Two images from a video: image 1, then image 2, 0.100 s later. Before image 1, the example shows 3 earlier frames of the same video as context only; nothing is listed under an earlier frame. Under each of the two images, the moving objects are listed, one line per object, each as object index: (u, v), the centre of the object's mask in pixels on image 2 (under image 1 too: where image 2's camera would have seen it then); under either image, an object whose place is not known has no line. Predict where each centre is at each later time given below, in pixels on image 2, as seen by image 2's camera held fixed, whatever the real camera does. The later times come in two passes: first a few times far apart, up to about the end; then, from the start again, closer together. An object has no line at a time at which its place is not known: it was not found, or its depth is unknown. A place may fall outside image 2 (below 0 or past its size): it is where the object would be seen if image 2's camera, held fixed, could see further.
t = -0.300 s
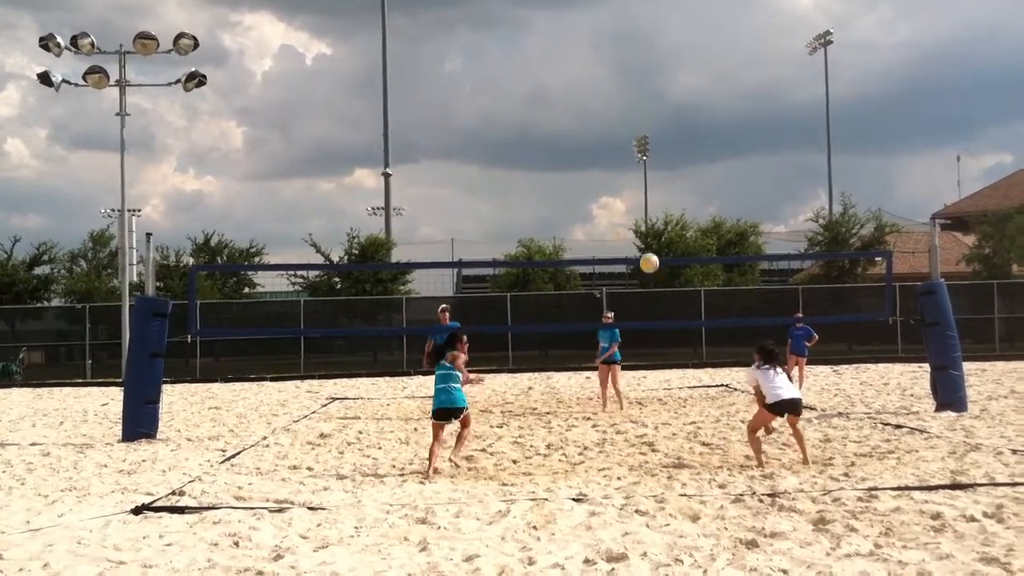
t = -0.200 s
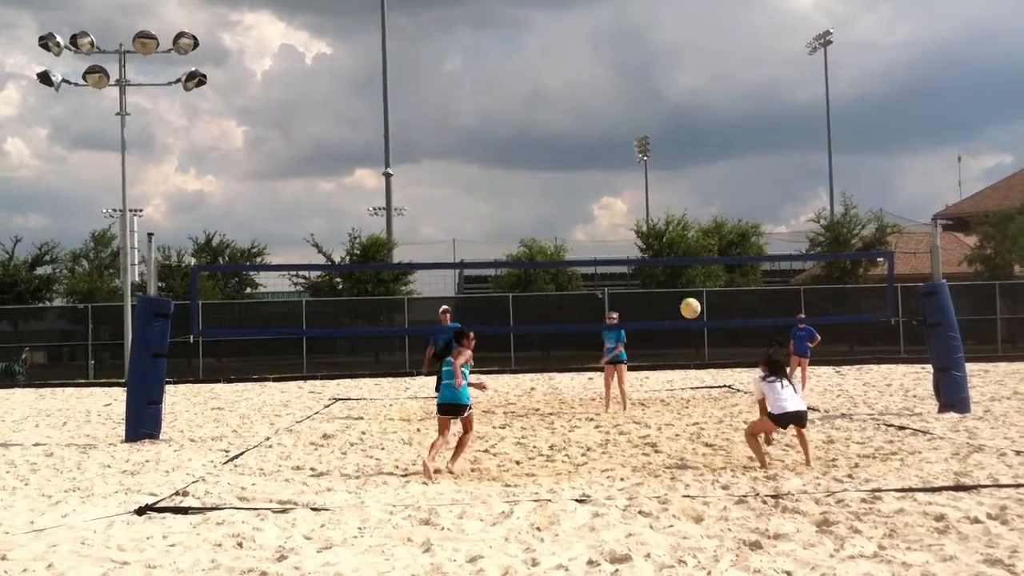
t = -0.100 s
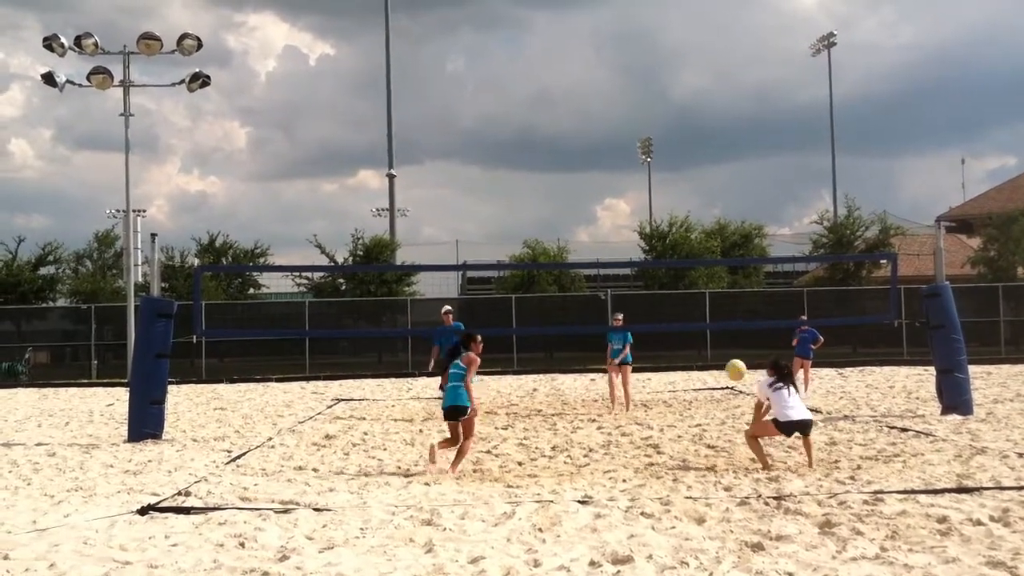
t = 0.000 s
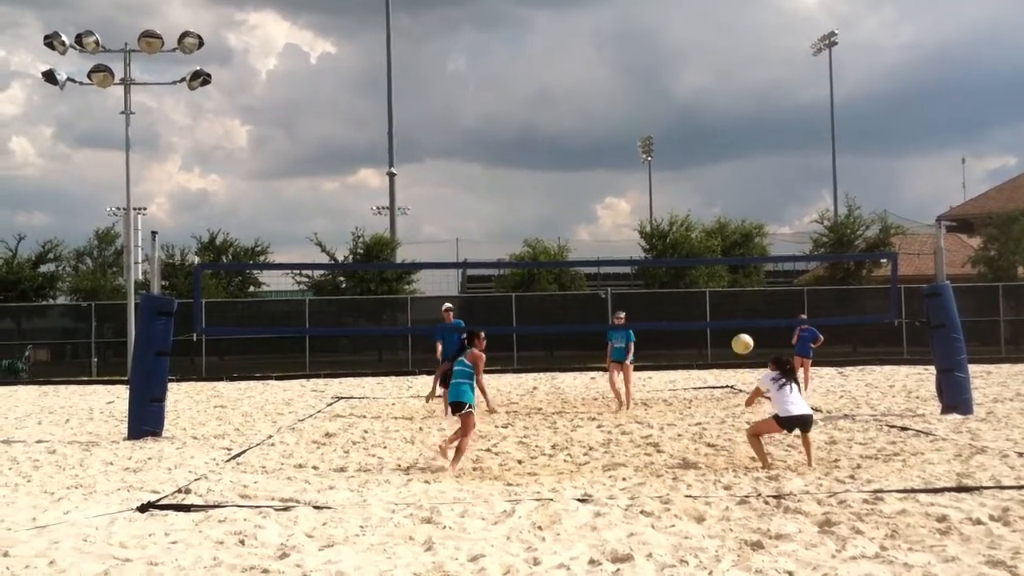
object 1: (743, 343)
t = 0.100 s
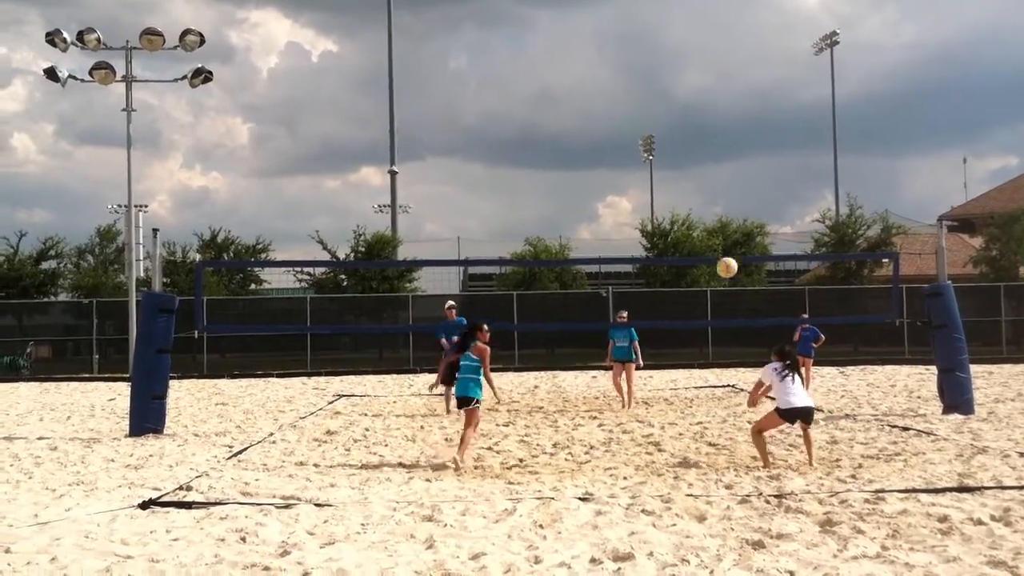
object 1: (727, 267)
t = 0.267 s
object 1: (701, 164)
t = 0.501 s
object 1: (663, 66)
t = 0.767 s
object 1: (621, 18)
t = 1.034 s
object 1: (586, 34)
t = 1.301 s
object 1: (550, 104)
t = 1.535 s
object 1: (520, 212)
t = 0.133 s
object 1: (721, 244)
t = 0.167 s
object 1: (717, 221)
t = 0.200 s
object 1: (711, 202)
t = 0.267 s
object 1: (701, 164)
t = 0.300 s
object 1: (696, 147)
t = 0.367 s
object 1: (684, 116)
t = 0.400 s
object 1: (680, 103)
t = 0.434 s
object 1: (674, 89)
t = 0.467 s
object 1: (668, 77)
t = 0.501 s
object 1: (663, 66)
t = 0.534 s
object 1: (658, 57)
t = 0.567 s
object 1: (654, 49)
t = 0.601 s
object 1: (649, 41)
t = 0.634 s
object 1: (643, 35)
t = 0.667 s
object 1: (637, 29)
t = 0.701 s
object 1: (634, 25)
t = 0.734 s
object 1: (629, 20)
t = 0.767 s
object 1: (621, 18)
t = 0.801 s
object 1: (618, 17)
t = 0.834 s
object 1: (615, 16)
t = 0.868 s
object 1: (609, 18)
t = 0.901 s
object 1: (605, 18)
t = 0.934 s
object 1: (599, 20)
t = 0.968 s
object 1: (593, 24)
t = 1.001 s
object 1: (591, 27)
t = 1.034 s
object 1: (586, 34)
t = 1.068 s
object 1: (581, 40)
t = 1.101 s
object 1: (578, 46)
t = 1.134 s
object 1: (575, 53)
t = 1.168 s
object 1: (567, 63)
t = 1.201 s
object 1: (562, 71)
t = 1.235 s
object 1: (559, 82)
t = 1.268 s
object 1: (554, 92)
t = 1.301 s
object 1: (550, 104)
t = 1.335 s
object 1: (546, 118)
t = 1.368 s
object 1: (541, 132)
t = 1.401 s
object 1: (538, 147)
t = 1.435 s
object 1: (534, 162)
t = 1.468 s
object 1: (529, 178)
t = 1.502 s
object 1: (524, 193)
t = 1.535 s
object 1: (520, 212)
